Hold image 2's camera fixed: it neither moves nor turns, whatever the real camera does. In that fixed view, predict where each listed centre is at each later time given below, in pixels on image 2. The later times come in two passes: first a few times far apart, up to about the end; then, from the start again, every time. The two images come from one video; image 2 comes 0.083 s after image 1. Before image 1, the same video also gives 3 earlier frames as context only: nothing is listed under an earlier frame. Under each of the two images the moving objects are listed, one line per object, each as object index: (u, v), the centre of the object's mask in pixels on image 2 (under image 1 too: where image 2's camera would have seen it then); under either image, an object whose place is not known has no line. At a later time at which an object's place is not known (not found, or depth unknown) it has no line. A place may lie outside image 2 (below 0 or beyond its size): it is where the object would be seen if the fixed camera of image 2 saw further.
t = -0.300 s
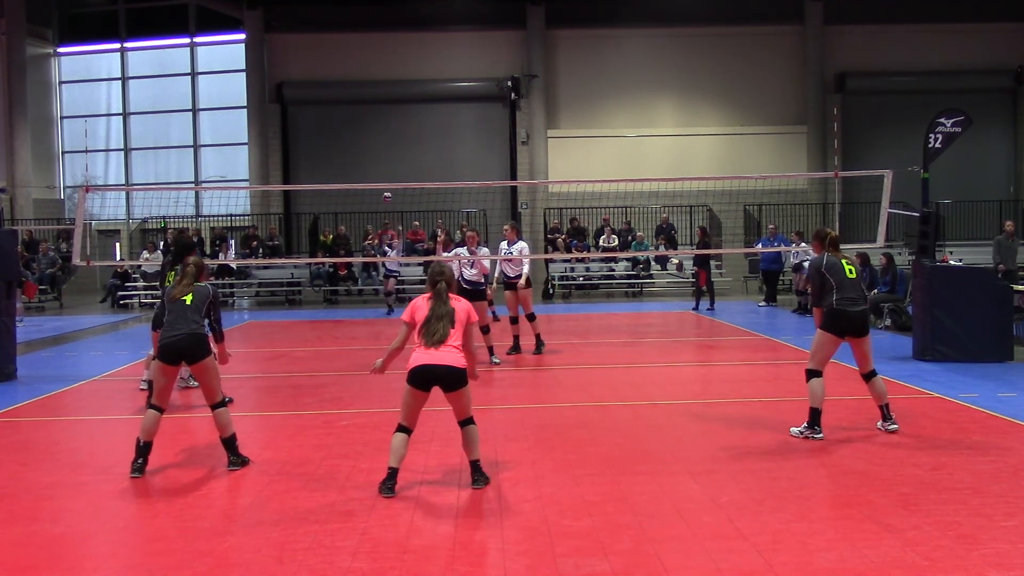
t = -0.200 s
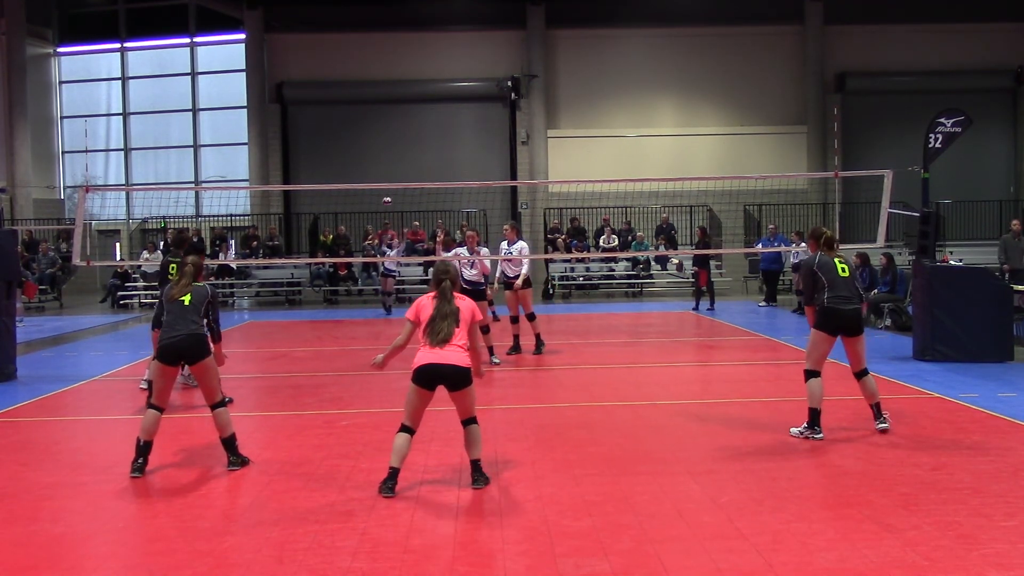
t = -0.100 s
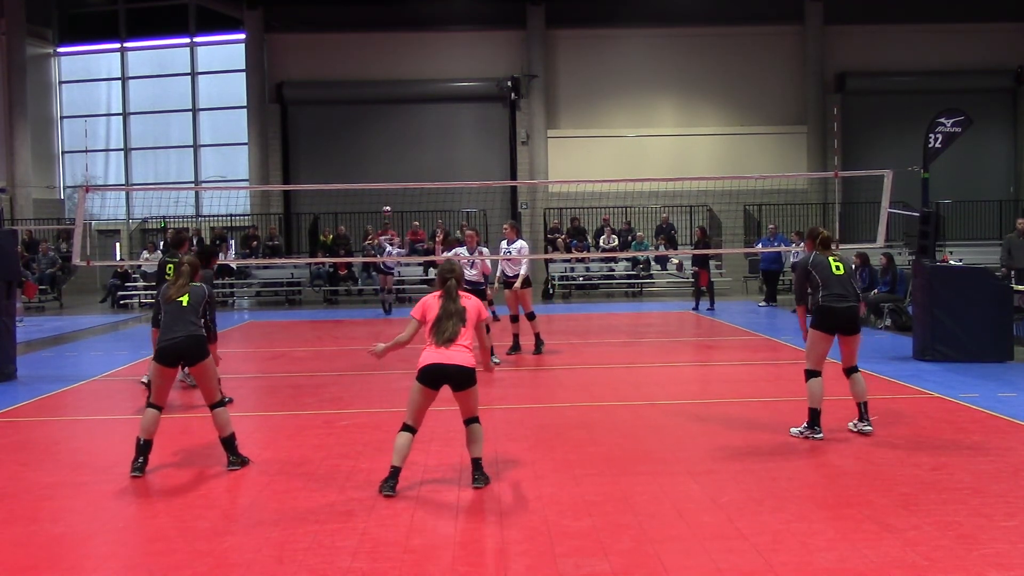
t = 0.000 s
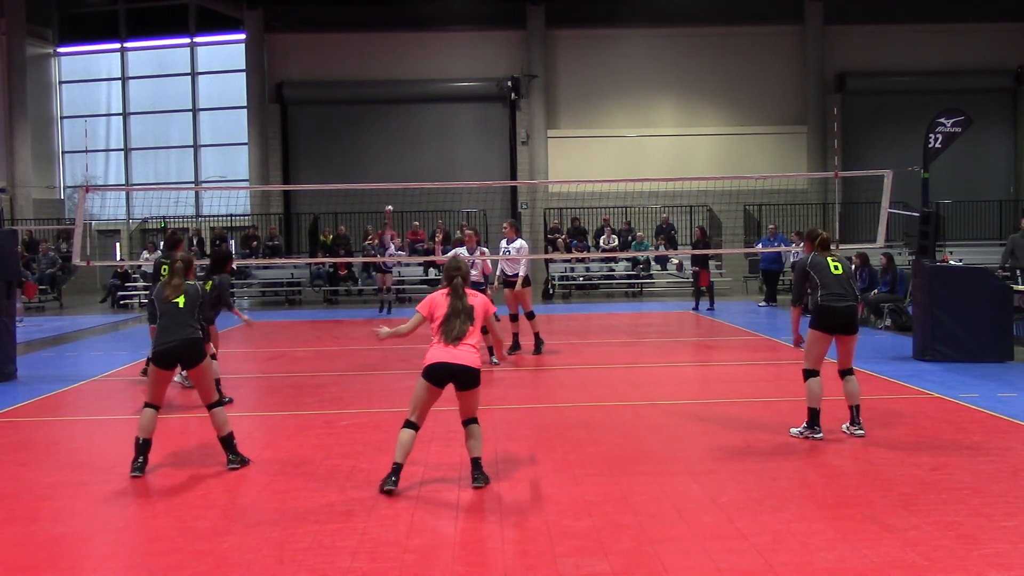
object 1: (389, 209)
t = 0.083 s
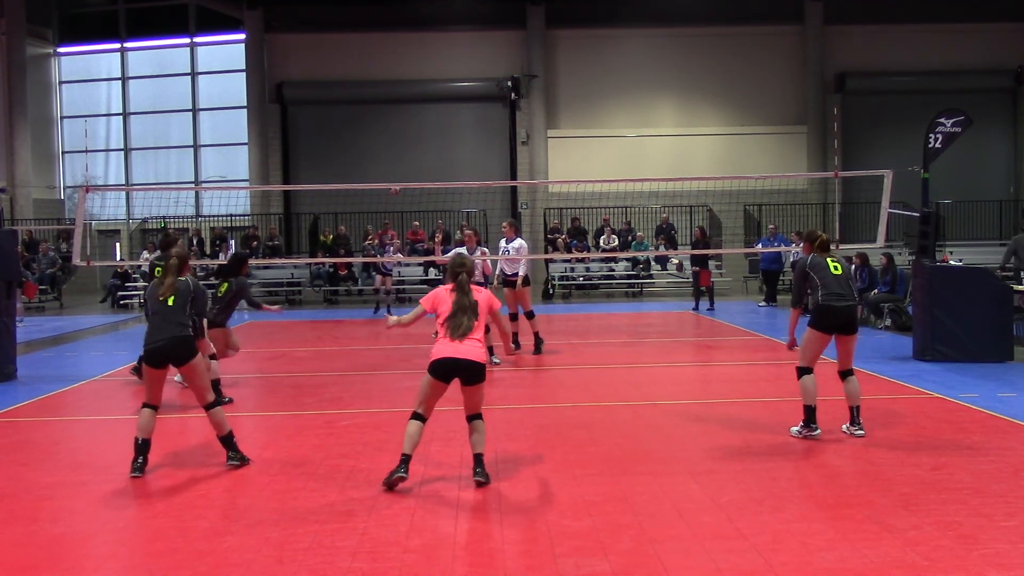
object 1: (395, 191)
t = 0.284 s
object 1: (413, 144)
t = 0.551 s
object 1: (454, 100)
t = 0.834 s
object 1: (521, 93)
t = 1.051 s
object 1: (600, 130)
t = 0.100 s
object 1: (396, 182)
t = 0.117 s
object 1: (397, 179)
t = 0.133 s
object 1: (398, 177)
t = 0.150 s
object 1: (399, 173)
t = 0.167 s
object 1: (401, 169)
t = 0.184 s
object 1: (402, 165)
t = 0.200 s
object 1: (404, 162)
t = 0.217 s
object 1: (406, 158)
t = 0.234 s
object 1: (408, 155)
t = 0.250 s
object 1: (409, 151)
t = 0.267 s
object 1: (411, 147)
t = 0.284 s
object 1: (413, 144)
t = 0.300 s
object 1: (415, 140)
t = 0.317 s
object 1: (417, 137)
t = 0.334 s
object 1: (419, 134)
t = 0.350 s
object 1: (421, 130)
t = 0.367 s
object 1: (424, 127)
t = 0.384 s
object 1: (426, 124)
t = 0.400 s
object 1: (428, 121)
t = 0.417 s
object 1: (431, 119)
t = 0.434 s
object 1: (433, 116)
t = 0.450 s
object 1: (436, 113)
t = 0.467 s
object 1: (438, 111)
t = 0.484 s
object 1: (441, 108)
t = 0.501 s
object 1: (444, 106)
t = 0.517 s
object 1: (447, 103)
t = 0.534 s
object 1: (451, 102)
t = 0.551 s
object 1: (454, 100)
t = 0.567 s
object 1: (457, 98)
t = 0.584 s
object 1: (460, 97)
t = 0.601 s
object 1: (464, 95)
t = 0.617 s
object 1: (467, 94)
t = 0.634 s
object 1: (471, 93)
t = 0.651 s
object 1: (474, 92)
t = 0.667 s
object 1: (478, 92)
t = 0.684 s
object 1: (482, 91)
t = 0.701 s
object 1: (486, 90)
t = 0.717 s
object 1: (490, 90)
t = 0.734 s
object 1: (494, 90)
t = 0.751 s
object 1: (499, 90)
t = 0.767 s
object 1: (503, 90)
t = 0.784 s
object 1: (507, 91)
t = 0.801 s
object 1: (512, 92)
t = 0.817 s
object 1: (517, 92)
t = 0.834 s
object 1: (521, 93)
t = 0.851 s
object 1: (527, 94)
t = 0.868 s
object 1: (532, 95)
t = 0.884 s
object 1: (537, 97)
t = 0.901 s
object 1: (543, 99)
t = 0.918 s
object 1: (549, 100)
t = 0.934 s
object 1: (554, 103)
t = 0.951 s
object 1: (561, 105)
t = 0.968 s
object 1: (567, 108)
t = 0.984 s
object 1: (573, 112)
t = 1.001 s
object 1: (580, 116)
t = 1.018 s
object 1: (586, 120)
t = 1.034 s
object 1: (593, 125)
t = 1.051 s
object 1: (600, 130)
